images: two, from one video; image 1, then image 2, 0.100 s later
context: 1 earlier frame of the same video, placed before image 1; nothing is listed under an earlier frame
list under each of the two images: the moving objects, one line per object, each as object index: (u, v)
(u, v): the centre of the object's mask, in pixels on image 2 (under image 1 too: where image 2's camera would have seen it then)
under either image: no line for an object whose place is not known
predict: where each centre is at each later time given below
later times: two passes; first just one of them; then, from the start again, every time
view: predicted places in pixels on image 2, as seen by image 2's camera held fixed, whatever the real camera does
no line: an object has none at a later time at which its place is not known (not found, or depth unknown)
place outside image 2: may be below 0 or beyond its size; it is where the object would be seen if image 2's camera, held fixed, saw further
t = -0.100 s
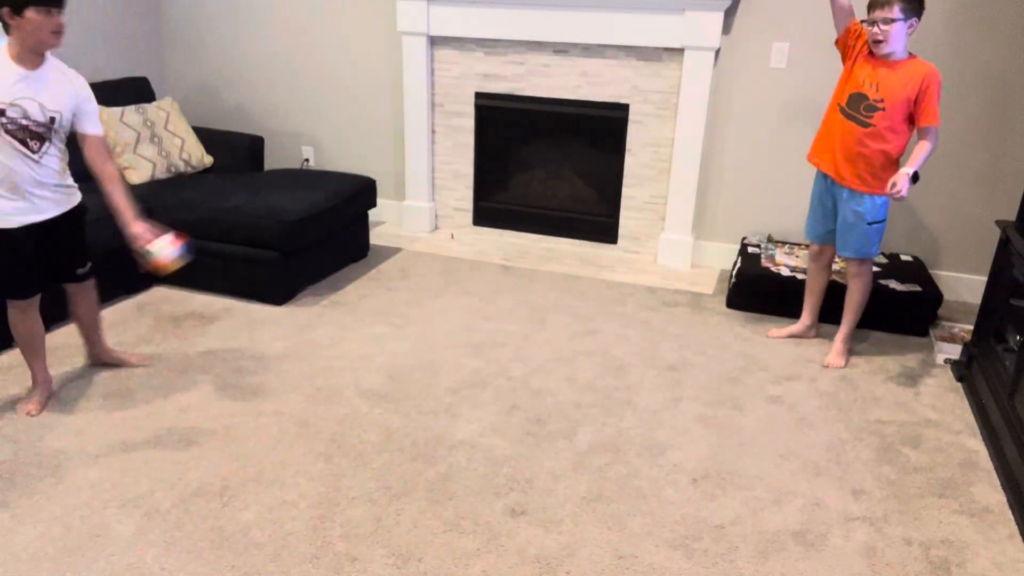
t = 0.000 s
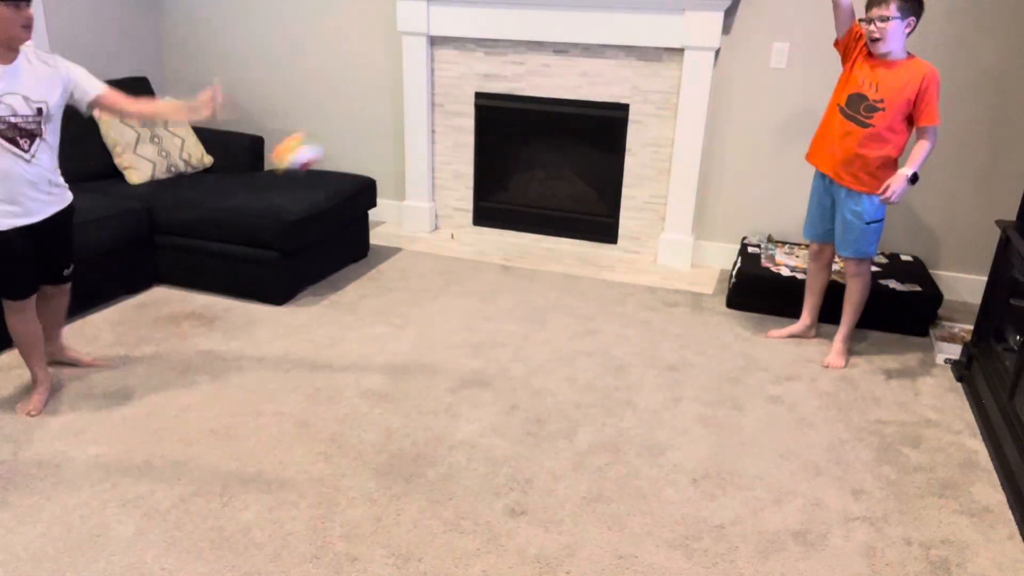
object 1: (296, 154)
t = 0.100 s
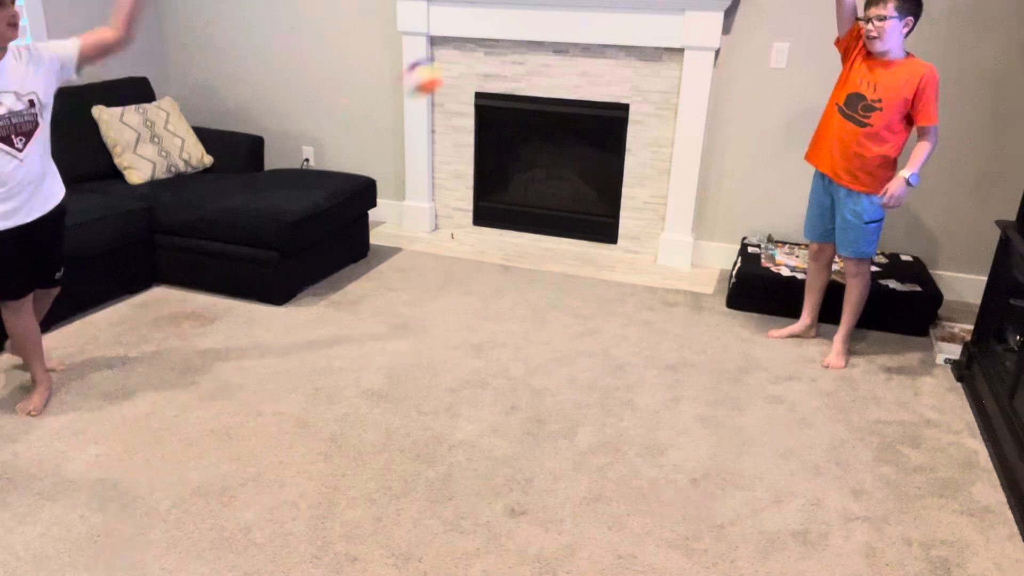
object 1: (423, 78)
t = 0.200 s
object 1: (537, 40)
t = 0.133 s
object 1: (461, 60)
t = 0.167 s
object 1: (501, 47)
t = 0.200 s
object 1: (537, 40)
